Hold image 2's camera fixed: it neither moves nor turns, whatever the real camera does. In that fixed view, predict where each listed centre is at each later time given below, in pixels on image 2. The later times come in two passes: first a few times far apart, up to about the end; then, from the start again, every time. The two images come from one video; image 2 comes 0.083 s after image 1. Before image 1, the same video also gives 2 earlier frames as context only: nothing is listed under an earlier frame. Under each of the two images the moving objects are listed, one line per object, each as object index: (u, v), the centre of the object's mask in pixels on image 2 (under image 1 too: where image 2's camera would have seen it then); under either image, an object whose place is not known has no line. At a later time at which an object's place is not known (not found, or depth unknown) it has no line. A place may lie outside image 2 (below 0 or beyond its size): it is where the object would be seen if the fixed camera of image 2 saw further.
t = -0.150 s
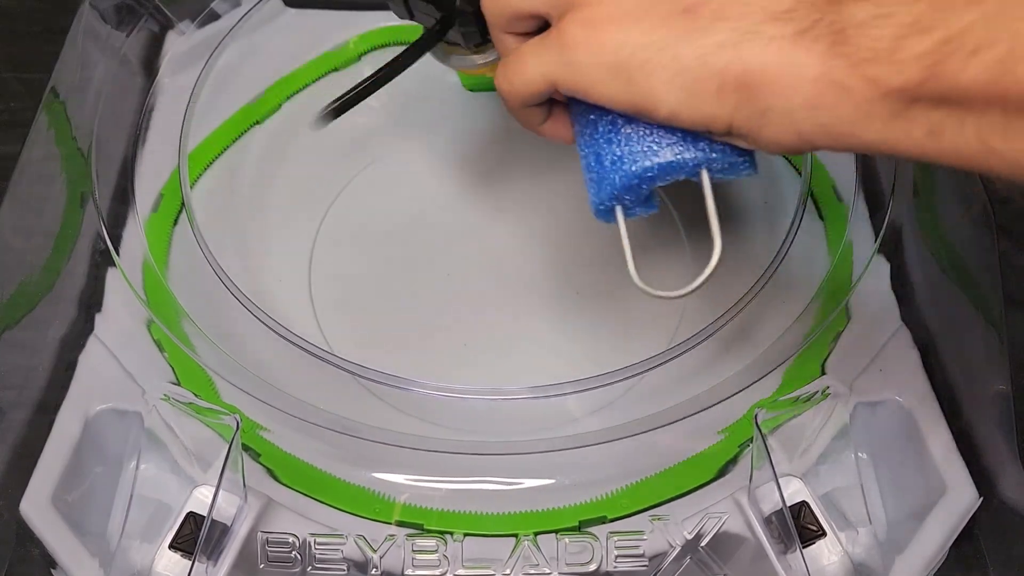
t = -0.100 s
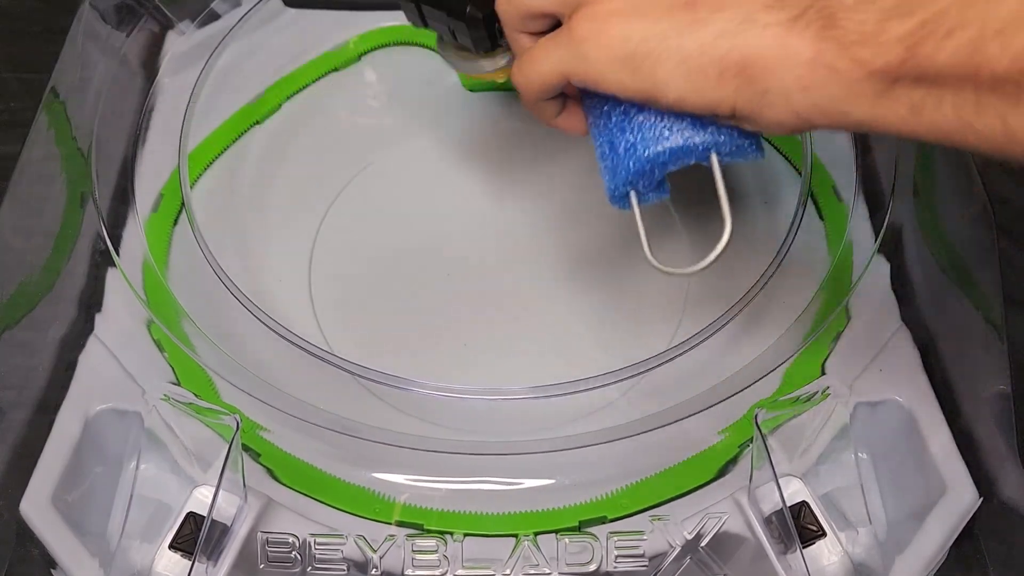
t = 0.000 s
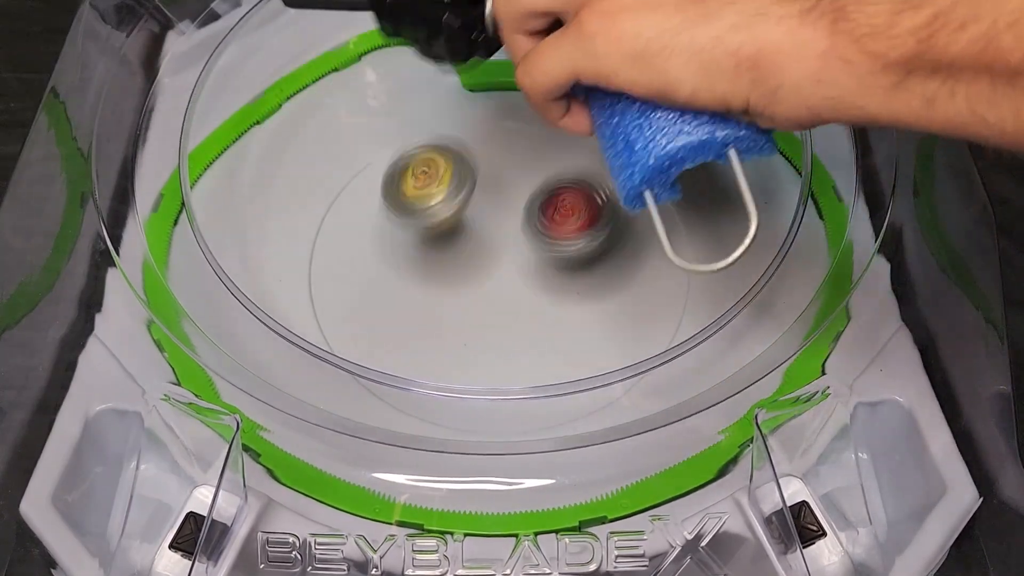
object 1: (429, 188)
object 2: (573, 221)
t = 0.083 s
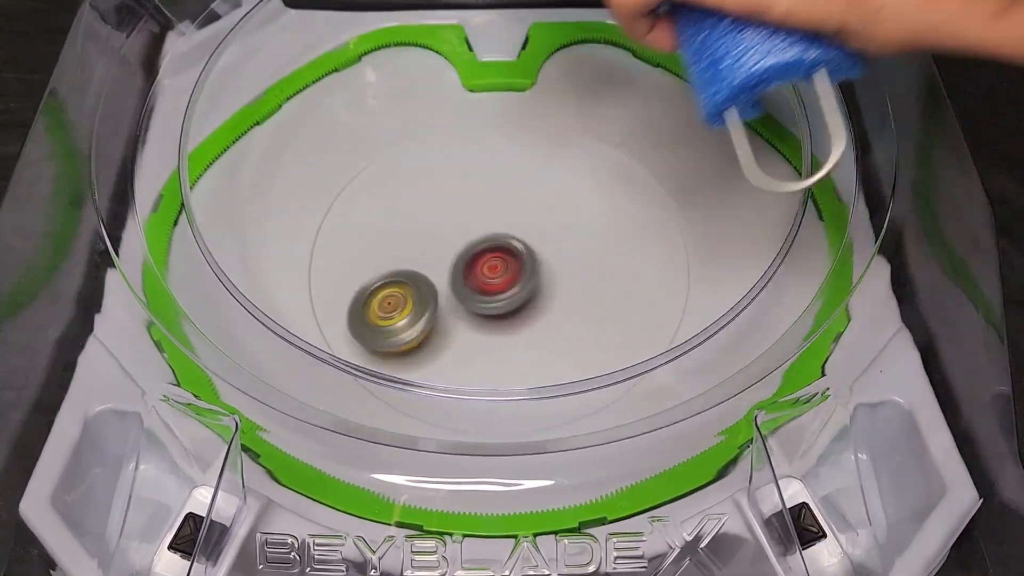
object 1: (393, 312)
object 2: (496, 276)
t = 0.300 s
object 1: (430, 351)
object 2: (376, 265)
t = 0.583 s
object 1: (537, 293)
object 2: (431, 224)
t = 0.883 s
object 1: (527, 301)
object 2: (393, 203)
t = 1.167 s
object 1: (399, 312)
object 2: (333, 257)
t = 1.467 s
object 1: (553, 333)
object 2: (336, 283)
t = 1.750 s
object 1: (443, 167)
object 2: (635, 269)
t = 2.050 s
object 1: (345, 188)
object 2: (567, 54)
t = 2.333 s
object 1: (419, 241)
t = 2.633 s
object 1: (360, 60)
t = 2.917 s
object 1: (560, 334)
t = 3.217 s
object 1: (677, 253)
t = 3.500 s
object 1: (528, 119)
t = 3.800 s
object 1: (464, 184)
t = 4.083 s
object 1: (571, 266)
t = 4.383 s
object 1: (591, 244)
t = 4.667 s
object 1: (520, 263)
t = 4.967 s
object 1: (477, 323)
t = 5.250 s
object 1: (452, 324)
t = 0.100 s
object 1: (387, 315)
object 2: (480, 279)
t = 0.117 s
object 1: (381, 321)
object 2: (466, 284)
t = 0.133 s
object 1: (376, 329)
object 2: (453, 291)
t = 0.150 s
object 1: (371, 339)
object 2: (440, 292)
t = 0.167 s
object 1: (366, 357)
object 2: (426, 291)
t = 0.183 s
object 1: (363, 373)
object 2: (413, 294)
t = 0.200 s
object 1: (373, 366)
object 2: (403, 293)
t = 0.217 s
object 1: (388, 347)
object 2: (394, 287)
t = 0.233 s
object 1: (395, 346)
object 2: (387, 282)
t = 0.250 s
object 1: (404, 346)
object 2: (384, 280)
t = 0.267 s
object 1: (413, 348)
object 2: (380, 275)
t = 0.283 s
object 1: (422, 351)
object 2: (377, 270)
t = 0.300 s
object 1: (430, 351)
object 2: (376, 265)
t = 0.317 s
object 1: (438, 348)
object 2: (375, 259)
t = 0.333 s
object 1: (447, 346)
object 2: (375, 255)
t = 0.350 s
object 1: (457, 346)
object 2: (375, 250)
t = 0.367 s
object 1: (465, 344)
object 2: (376, 246)
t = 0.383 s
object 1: (474, 340)
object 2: (378, 242)
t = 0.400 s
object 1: (481, 336)
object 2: (381, 238)
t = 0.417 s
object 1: (489, 332)
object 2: (384, 235)
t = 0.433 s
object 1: (496, 329)
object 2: (387, 232)
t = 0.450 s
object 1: (503, 324)
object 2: (391, 229)
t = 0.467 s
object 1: (509, 321)
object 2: (396, 228)
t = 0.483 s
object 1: (515, 317)
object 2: (400, 226)
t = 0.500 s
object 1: (520, 313)
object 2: (405, 224)
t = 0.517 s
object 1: (525, 309)
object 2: (410, 223)
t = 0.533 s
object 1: (529, 305)
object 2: (415, 223)
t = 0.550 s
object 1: (532, 301)
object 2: (420, 223)
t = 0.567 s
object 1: (535, 297)
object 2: (426, 223)
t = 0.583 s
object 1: (537, 293)
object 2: (431, 224)
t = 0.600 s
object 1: (538, 289)
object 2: (436, 225)
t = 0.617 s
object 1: (539, 286)
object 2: (441, 226)
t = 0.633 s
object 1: (539, 282)
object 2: (445, 227)
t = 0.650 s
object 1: (538, 279)
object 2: (450, 229)
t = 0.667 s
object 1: (536, 276)
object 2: (454, 231)
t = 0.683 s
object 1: (534, 273)
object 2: (458, 233)
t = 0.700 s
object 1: (535, 273)
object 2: (457, 231)
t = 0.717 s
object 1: (539, 276)
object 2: (452, 226)
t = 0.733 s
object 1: (542, 280)
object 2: (447, 223)
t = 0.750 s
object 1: (545, 283)
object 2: (441, 219)
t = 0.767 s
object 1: (546, 286)
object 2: (436, 216)
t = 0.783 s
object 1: (547, 288)
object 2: (429, 212)
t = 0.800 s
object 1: (546, 291)
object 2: (423, 210)
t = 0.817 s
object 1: (545, 293)
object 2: (417, 207)
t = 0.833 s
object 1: (542, 295)
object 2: (411, 205)
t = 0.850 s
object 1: (538, 297)
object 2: (405, 204)
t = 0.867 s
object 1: (533, 299)
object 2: (399, 204)
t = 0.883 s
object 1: (527, 301)
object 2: (393, 203)
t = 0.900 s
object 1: (521, 302)
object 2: (388, 203)
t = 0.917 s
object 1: (513, 303)
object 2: (382, 203)
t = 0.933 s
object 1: (506, 304)
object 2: (378, 205)
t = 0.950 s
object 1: (497, 305)
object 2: (373, 205)
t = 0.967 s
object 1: (488, 306)
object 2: (369, 207)
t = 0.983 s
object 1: (479, 307)
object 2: (365, 209)
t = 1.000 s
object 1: (470, 307)
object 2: (362, 212)
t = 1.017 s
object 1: (461, 308)
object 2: (359, 214)
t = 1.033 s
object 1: (452, 309)
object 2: (355, 218)
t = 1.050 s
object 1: (444, 309)
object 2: (352, 221)
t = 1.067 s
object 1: (436, 309)
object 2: (349, 225)
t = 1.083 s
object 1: (428, 310)
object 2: (346, 230)
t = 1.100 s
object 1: (421, 310)
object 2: (343, 235)
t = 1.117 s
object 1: (415, 311)
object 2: (340, 240)
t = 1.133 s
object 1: (408, 311)
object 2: (338, 245)
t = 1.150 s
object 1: (403, 312)
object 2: (335, 251)
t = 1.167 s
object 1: (399, 312)
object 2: (333, 257)
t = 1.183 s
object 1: (404, 324)
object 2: (324, 255)
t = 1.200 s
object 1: (416, 337)
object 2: (308, 243)
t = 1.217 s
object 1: (428, 349)
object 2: (294, 234)
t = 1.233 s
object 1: (442, 357)
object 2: (279, 226)
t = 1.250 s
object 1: (453, 372)
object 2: (264, 217)
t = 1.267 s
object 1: (464, 383)
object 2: (250, 209)
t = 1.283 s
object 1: (475, 388)
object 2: (235, 199)
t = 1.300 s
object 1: (487, 389)
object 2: (219, 190)
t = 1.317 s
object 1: (499, 392)
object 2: (202, 180)
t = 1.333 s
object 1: (511, 389)
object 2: (187, 173)
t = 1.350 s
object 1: (523, 385)
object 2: (204, 183)
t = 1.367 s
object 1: (530, 378)
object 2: (226, 197)
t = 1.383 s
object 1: (536, 371)
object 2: (239, 213)
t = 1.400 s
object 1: (541, 359)
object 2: (259, 233)
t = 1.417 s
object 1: (546, 354)
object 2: (277, 243)
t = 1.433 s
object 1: (550, 349)
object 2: (295, 254)
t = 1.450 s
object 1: (553, 342)
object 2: (315, 269)
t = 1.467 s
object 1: (553, 333)
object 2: (336, 283)
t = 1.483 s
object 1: (553, 322)
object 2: (356, 295)
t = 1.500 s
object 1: (551, 311)
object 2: (378, 306)
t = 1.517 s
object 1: (548, 299)
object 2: (400, 315)
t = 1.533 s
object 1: (544, 288)
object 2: (422, 323)
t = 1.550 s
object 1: (540, 276)
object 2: (444, 329)
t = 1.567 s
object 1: (535, 265)
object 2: (465, 332)
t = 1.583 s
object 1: (529, 254)
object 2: (487, 334)
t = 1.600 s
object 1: (522, 244)
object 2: (508, 334)
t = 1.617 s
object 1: (514, 233)
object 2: (527, 332)
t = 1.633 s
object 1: (506, 223)
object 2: (545, 329)
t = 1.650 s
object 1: (498, 214)
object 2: (563, 324)
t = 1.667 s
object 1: (489, 204)
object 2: (578, 318)
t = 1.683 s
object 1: (480, 195)
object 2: (593, 310)
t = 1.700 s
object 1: (471, 187)
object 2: (606, 301)
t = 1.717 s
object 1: (462, 180)
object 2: (617, 291)
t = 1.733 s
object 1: (453, 173)
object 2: (627, 281)
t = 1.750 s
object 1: (443, 167)
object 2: (635, 269)
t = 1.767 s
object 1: (434, 162)
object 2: (642, 257)
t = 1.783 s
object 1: (425, 157)
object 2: (646, 244)
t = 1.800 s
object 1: (416, 154)
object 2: (649, 231)
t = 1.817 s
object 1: (408, 151)
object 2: (651, 218)
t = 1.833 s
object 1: (400, 149)
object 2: (651, 204)
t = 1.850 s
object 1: (393, 148)
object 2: (648, 190)
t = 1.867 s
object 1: (386, 149)
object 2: (645, 176)
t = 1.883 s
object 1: (379, 150)
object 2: (640, 162)
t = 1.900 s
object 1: (373, 151)
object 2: (634, 147)
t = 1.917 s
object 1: (367, 154)
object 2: (626, 133)
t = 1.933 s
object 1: (362, 157)
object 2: (618, 118)
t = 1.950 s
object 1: (357, 160)
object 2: (607, 106)
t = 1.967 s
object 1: (353, 164)
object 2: (597, 96)
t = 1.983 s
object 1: (350, 168)
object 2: (586, 83)
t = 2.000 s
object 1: (347, 173)
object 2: (577, 73)
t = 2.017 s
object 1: (345, 178)
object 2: (566, 60)
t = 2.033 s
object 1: (345, 183)
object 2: (557, 48)
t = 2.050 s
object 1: (345, 188)
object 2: (567, 54)
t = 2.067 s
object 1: (345, 192)
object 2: (579, 66)
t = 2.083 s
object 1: (345, 197)
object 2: (590, 73)
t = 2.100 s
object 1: (347, 201)
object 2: (600, 80)
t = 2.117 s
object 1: (348, 205)
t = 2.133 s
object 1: (351, 209)
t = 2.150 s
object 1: (354, 213)
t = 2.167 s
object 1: (358, 217)
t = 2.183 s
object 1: (363, 221)
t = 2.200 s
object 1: (368, 225)
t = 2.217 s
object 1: (374, 228)
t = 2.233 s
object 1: (380, 231)
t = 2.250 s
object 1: (386, 234)
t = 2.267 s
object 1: (393, 236)
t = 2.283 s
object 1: (399, 238)
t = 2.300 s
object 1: (406, 240)
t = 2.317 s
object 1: (413, 241)
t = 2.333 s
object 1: (419, 241)
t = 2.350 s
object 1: (426, 241)
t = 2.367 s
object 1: (433, 241)
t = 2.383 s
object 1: (440, 240)
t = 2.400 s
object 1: (447, 238)
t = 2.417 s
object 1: (454, 236)
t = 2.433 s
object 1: (460, 233)
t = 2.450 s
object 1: (466, 231)
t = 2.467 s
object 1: (472, 227)
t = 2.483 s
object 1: (478, 223)
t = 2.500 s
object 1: (483, 219)
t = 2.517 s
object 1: (488, 214)
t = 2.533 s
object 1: (492, 209)
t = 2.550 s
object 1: (496, 203)
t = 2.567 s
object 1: (487, 189)
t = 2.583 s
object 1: (452, 155)
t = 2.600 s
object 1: (420, 122)
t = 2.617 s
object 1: (389, 88)
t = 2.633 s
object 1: (360, 60)
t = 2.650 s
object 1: (339, 45)
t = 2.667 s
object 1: (350, 56)
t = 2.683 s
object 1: (361, 72)
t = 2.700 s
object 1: (371, 88)
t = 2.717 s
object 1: (383, 111)
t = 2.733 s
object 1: (395, 136)
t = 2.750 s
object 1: (408, 165)
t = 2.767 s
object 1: (422, 185)
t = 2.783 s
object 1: (436, 204)
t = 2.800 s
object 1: (450, 225)
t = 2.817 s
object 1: (464, 245)
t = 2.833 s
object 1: (480, 262)
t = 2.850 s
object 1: (496, 280)
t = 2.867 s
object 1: (512, 295)
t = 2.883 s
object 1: (528, 310)
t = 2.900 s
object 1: (544, 323)
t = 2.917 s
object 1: (560, 334)
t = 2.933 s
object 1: (574, 339)
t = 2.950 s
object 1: (588, 342)
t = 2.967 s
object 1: (606, 358)
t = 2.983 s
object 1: (620, 364)
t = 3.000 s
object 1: (632, 365)
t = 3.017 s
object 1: (643, 366)
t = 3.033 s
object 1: (653, 364)
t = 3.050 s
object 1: (662, 360)
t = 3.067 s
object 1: (666, 354)
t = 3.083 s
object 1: (670, 347)
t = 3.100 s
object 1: (673, 338)
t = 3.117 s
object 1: (675, 328)
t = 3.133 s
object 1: (675, 317)
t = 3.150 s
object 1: (674, 301)
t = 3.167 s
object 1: (677, 292)
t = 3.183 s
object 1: (678, 281)
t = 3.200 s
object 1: (677, 266)
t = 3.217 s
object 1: (677, 253)
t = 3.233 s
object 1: (676, 239)
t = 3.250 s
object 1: (675, 227)
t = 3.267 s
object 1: (673, 212)
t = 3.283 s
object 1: (672, 200)
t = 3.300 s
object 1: (671, 186)
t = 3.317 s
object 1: (667, 174)
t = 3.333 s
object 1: (657, 163)
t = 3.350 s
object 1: (647, 156)
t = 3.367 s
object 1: (635, 148)
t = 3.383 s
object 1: (620, 145)
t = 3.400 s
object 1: (606, 139)
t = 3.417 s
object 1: (591, 134)
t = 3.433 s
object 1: (578, 130)
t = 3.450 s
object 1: (564, 127)
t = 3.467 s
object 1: (552, 124)
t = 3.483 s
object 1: (540, 121)
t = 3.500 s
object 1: (528, 119)
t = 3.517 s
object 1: (517, 118)
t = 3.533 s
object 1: (507, 117)
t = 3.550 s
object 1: (497, 116)
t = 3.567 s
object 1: (489, 116)
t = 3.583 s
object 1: (481, 117)
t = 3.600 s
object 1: (474, 118)
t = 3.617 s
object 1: (468, 120)
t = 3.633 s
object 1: (463, 123)
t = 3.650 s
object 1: (460, 126)
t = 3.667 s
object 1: (456, 131)
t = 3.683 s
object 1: (454, 136)
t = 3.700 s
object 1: (453, 141)
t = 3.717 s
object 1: (453, 148)
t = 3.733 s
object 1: (454, 155)
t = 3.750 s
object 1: (455, 162)
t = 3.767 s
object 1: (458, 169)
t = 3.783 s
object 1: (461, 177)
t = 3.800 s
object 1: (464, 184)
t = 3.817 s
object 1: (468, 191)
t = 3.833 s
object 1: (472, 198)
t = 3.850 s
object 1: (477, 206)
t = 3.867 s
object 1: (483, 213)
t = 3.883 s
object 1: (489, 219)
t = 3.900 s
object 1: (495, 225)
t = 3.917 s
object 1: (502, 232)
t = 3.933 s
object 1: (509, 238)
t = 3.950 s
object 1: (516, 243)
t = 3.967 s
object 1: (523, 248)
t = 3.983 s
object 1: (531, 252)
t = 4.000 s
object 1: (538, 256)
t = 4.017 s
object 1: (545, 259)
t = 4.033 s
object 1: (552, 262)
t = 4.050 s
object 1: (559, 264)
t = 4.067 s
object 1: (565, 265)
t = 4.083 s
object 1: (571, 266)
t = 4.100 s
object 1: (577, 266)
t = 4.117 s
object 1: (582, 265)
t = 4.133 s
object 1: (588, 264)
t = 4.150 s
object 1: (592, 263)
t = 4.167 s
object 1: (596, 261)
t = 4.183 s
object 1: (598, 259)
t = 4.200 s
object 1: (601, 257)
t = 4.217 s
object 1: (603, 255)
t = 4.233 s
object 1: (604, 254)
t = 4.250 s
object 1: (604, 252)
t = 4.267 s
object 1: (605, 250)
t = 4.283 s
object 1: (604, 249)
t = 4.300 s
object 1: (603, 248)
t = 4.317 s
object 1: (602, 247)
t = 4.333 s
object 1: (599, 246)
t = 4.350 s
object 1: (597, 245)
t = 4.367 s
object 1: (594, 244)
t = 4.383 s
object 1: (591, 244)
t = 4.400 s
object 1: (587, 244)
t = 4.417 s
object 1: (583, 244)
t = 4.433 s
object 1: (579, 244)
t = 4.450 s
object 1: (575, 244)
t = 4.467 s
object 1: (571, 245)
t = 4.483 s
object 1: (566, 246)
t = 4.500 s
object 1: (562, 246)
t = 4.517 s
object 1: (557, 247)
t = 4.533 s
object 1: (553, 248)
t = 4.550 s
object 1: (549, 249)
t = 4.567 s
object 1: (544, 251)
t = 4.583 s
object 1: (540, 252)
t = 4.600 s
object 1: (536, 254)
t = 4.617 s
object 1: (532, 256)
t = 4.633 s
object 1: (528, 259)
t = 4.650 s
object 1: (524, 261)
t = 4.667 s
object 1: (520, 263)
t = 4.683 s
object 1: (517, 266)
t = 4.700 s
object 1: (513, 269)
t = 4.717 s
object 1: (510, 272)
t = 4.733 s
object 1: (507, 275)
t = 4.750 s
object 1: (504, 278)
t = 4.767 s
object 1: (501, 281)
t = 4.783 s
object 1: (498, 284)
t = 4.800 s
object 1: (496, 288)
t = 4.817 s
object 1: (493, 291)
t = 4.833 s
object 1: (491, 295)
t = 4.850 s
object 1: (489, 299)
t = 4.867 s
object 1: (487, 302)
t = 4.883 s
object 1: (485, 306)
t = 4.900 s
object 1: (483, 309)
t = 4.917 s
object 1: (482, 313)
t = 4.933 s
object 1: (480, 316)
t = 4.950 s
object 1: (478, 319)
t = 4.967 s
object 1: (477, 323)
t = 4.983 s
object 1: (475, 326)
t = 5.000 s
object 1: (473, 328)
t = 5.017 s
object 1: (471, 331)
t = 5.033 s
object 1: (470, 333)
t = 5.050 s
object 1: (468, 334)
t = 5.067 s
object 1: (466, 336)
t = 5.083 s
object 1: (465, 336)
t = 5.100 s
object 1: (463, 337)
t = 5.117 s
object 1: (462, 337)
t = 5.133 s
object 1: (460, 336)
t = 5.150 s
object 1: (459, 335)
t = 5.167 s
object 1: (458, 334)
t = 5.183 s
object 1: (456, 333)
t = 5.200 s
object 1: (455, 331)
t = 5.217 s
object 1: (454, 329)
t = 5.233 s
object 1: (453, 327)
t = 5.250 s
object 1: (452, 324)
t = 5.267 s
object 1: (451, 322)
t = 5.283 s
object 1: (450, 319)
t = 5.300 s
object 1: (449, 316)
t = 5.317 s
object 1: (447, 313)
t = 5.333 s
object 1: (446, 310)
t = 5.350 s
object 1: (445, 307)
